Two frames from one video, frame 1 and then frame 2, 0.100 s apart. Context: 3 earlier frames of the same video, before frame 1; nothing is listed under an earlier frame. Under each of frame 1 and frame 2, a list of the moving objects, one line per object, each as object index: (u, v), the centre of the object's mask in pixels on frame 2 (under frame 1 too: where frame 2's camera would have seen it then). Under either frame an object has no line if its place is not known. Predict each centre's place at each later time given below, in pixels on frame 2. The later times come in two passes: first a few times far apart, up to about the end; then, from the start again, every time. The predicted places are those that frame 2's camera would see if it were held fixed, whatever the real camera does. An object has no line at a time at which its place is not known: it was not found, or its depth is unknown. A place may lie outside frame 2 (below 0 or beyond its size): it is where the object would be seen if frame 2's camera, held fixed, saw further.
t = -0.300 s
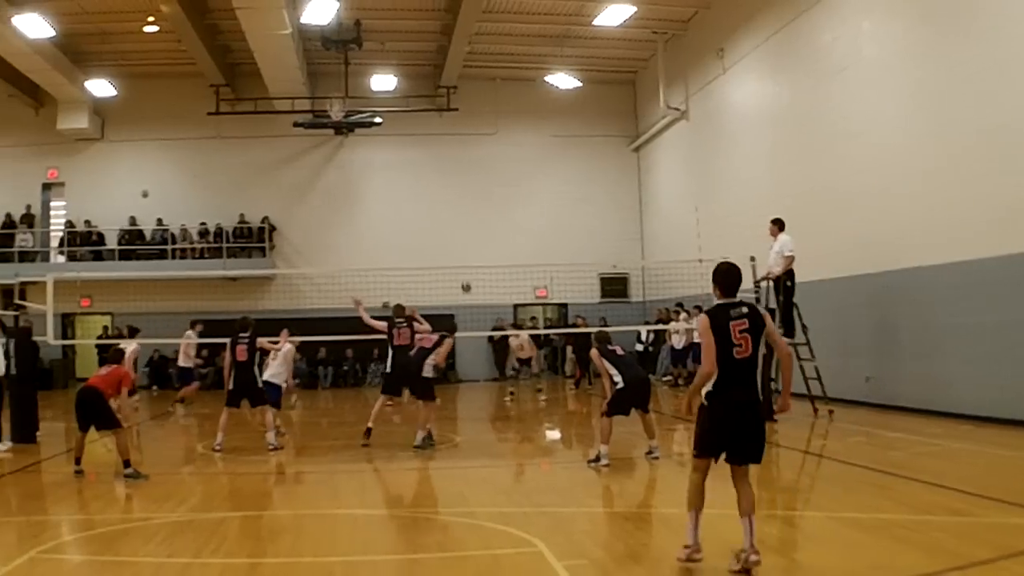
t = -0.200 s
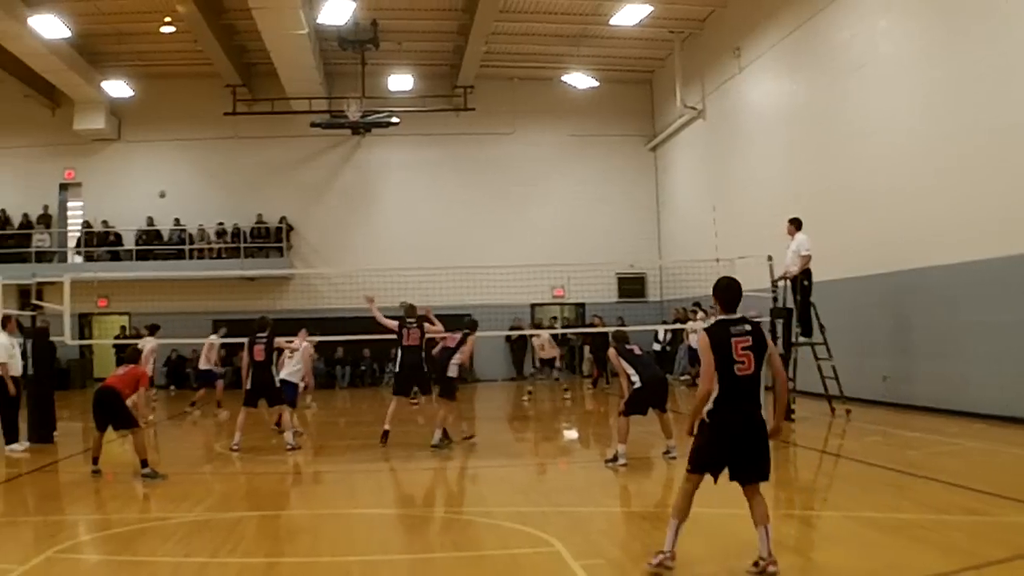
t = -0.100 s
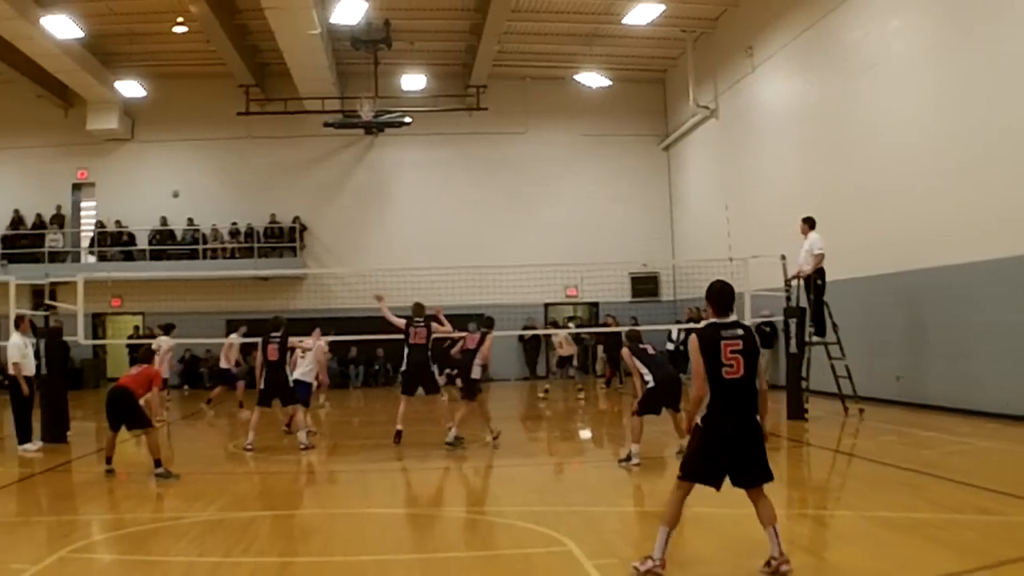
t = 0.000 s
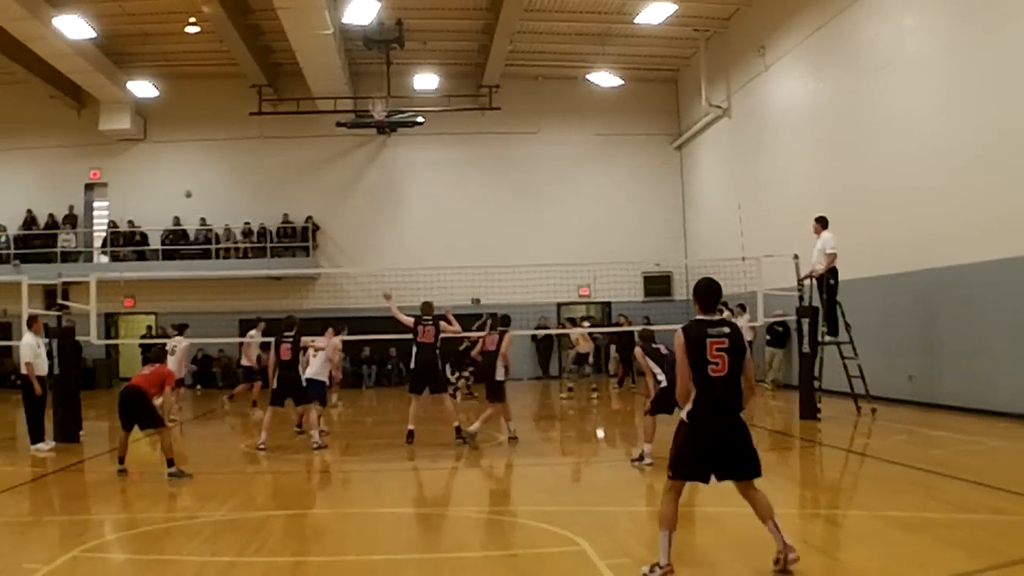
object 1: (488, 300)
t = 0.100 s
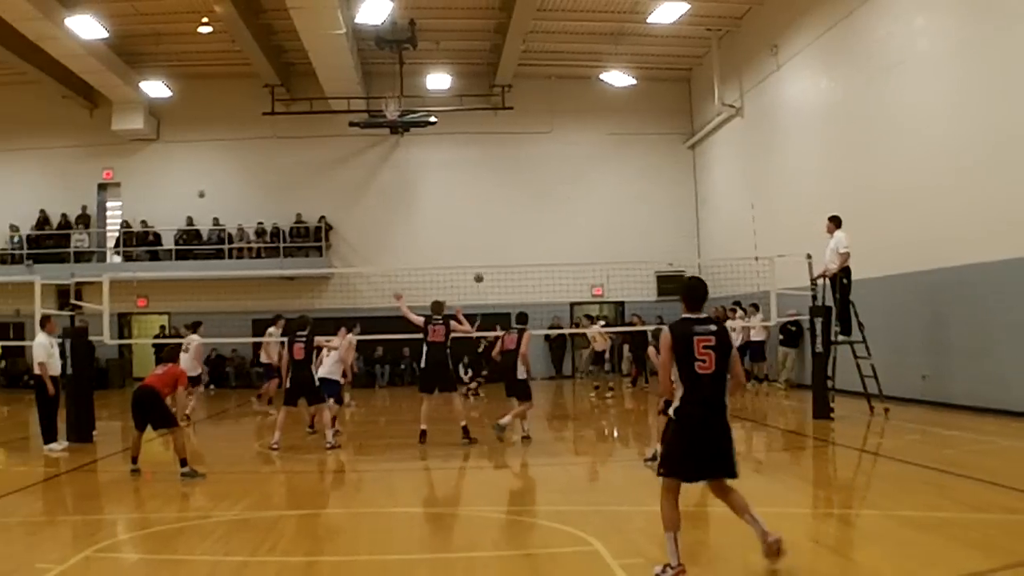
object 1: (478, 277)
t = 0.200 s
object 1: (468, 260)
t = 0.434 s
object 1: (441, 236)
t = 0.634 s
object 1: (416, 239)
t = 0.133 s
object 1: (475, 272)
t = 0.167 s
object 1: (472, 265)
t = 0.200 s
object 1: (468, 260)
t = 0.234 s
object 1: (464, 255)
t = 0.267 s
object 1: (461, 250)
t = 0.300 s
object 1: (457, 246)
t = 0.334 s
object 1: (453, 243)
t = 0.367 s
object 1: (449, 240)
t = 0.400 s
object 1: (445, 238)
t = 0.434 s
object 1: (441, 236)
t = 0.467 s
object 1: (437, 235)
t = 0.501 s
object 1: (433, 235)
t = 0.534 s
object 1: (429, 234)
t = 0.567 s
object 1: (425, 236)
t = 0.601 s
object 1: (421, 237)
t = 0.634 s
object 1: (416, 239)
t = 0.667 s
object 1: (412, 242)
